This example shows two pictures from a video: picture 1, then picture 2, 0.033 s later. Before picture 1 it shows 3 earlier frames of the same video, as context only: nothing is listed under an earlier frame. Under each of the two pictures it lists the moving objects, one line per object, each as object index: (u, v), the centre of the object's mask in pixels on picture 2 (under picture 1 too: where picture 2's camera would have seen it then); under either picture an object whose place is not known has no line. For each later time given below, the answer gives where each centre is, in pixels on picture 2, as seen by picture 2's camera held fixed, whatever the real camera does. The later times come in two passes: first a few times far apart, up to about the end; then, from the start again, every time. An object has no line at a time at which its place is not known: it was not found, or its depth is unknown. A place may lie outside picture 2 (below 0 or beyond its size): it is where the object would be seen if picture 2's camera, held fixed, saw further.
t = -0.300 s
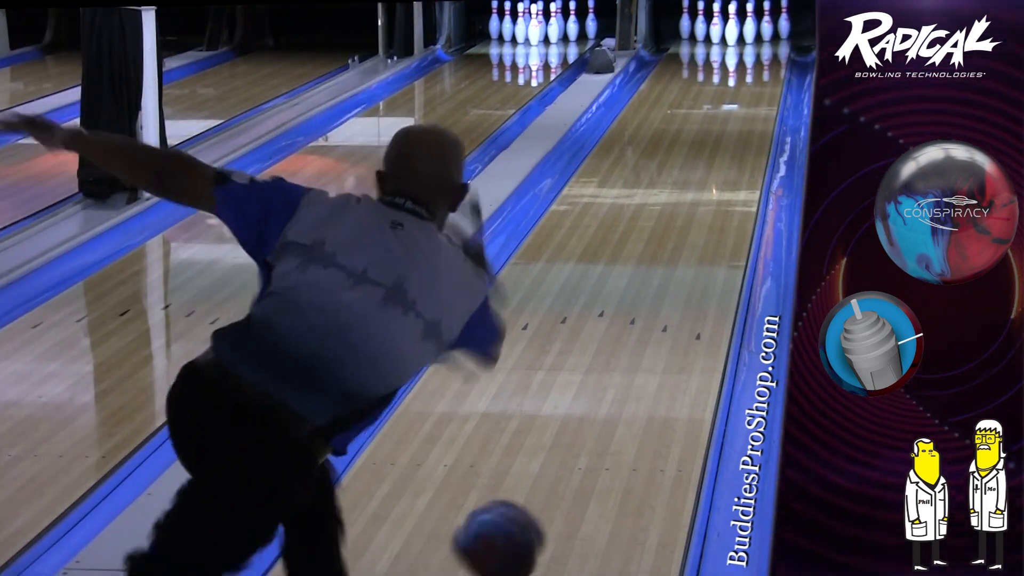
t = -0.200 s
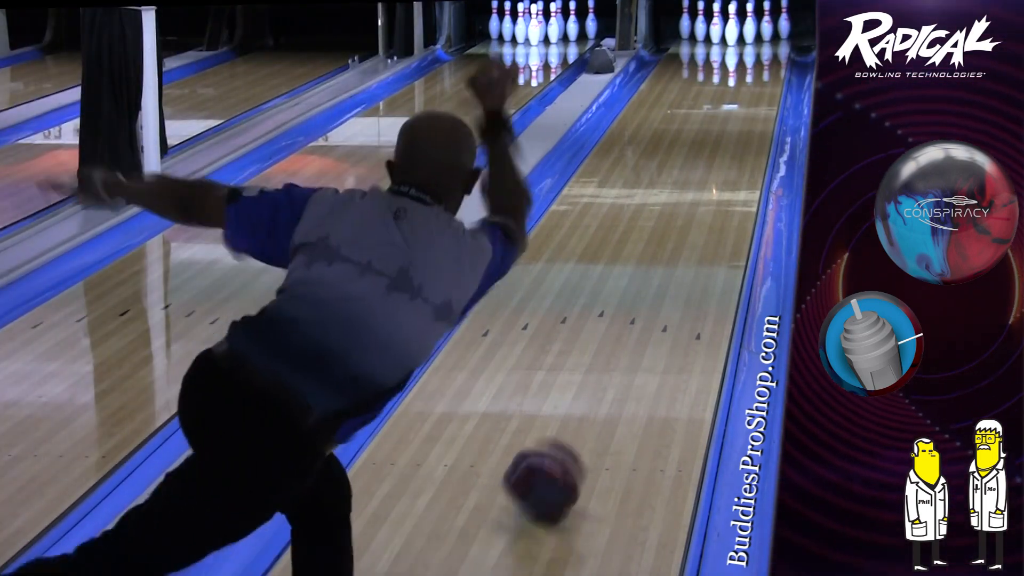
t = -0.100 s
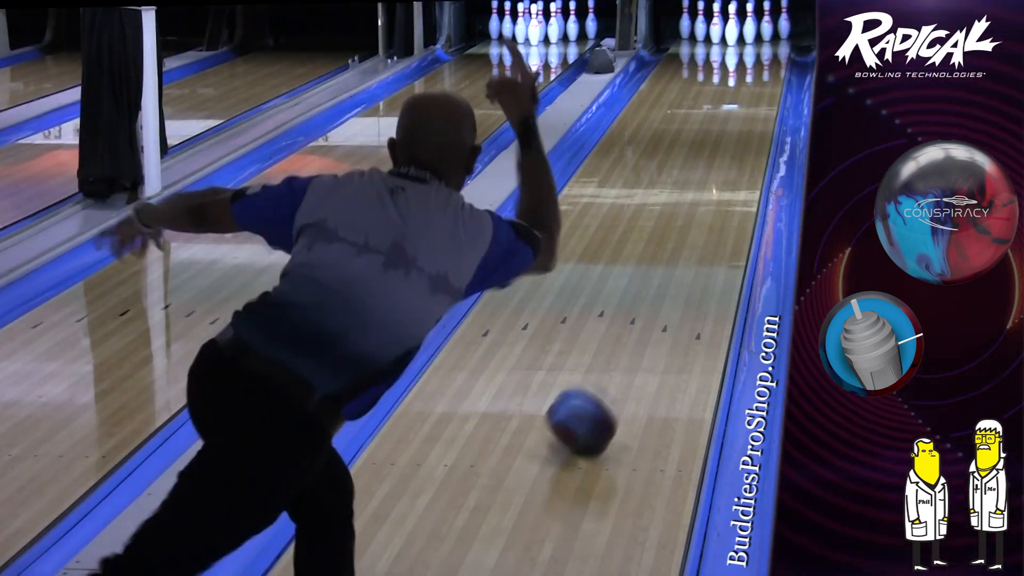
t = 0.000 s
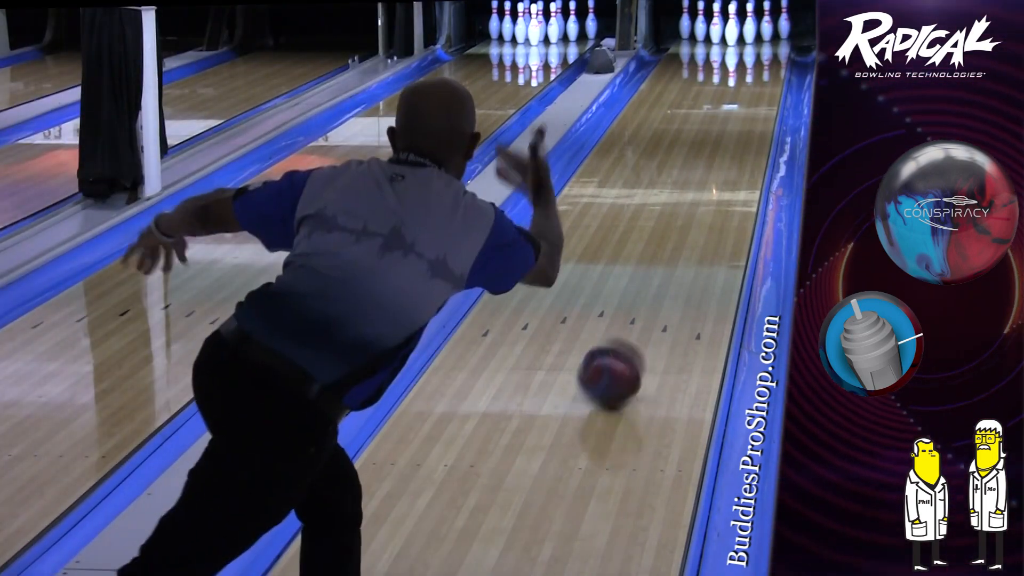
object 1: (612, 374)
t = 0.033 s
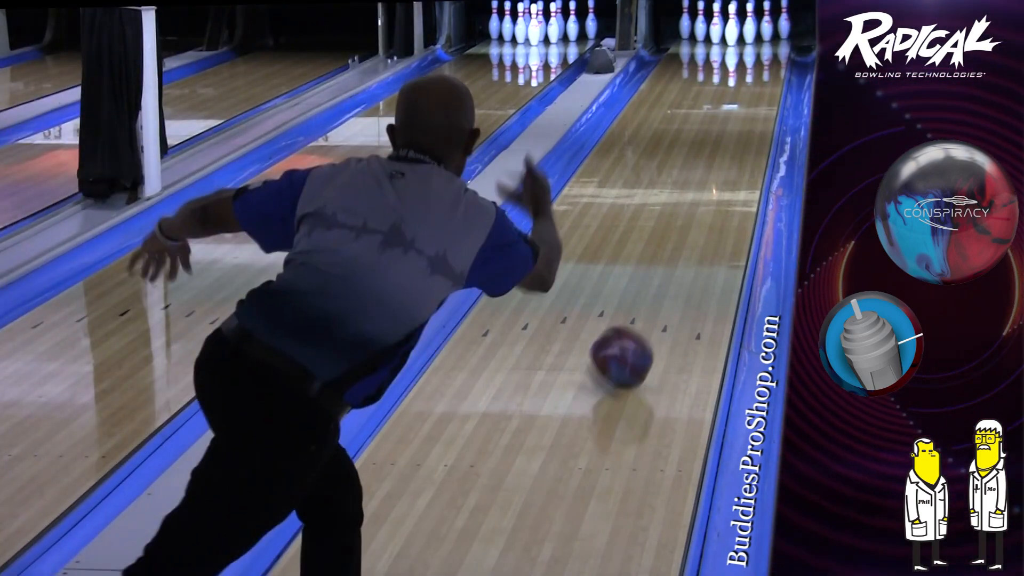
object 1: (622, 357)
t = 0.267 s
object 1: (670, 276)
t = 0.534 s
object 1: (711, 207)
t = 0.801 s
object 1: (739, 157)
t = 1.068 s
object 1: (755, 119)
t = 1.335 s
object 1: (762, 90)
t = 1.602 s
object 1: (760, 68)
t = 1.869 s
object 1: (751, 51)
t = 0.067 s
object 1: (628, 347)
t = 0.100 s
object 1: (637, 332)
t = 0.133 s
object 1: (646, 318)
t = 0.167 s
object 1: (650, 310)
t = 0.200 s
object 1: (659, 296)
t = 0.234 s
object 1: (666, 284)
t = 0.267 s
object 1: (670, 276)
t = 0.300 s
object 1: (677, 266)
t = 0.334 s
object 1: (684, 254)
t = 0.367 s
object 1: (689, 246)
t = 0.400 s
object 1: (693, 239)
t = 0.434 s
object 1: (697, 231)
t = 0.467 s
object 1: (704, 220)
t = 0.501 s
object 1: (708, 213)
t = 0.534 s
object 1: (711, 207)
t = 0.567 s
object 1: (715, 201)
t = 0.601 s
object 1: (719, 193)
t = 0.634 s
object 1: (724, 185)
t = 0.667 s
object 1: (727, 179)
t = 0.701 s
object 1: (730, 174)
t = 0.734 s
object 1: (733, 169)
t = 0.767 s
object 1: (735, 163)
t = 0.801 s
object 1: (739, 157)
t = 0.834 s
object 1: (741, 151)
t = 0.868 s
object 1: (744, 146)
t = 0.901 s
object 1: (746, 141)
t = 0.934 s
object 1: (748, 136)
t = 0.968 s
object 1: (750, 132)
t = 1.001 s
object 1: (751, 128)
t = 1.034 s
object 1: (753, 124)
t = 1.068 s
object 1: (755, 119)
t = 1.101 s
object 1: (756, 115)
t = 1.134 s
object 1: (758, 111)
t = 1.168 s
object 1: (759, 107)
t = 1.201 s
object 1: (760, 103)
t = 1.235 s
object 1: (761, 99)
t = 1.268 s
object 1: (762, 96)
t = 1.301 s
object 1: (762, 93)
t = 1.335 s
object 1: (762, 90)
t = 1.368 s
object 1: (763, 87)
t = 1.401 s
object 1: (763, 84)
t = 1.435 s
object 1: (763, 80)
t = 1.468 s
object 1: (762, 78)
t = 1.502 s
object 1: (762, 76)
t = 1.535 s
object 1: (761, 73)
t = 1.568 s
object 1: (760, 70)
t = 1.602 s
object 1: (760, 68)
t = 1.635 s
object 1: (759, 66)
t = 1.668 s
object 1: (758, 63)
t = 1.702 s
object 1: (756, 62)
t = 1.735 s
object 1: (755, 59)
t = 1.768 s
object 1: (754, 57)
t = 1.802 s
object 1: (753, 56)
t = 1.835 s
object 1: (751, 54)
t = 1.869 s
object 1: (751, 51)
